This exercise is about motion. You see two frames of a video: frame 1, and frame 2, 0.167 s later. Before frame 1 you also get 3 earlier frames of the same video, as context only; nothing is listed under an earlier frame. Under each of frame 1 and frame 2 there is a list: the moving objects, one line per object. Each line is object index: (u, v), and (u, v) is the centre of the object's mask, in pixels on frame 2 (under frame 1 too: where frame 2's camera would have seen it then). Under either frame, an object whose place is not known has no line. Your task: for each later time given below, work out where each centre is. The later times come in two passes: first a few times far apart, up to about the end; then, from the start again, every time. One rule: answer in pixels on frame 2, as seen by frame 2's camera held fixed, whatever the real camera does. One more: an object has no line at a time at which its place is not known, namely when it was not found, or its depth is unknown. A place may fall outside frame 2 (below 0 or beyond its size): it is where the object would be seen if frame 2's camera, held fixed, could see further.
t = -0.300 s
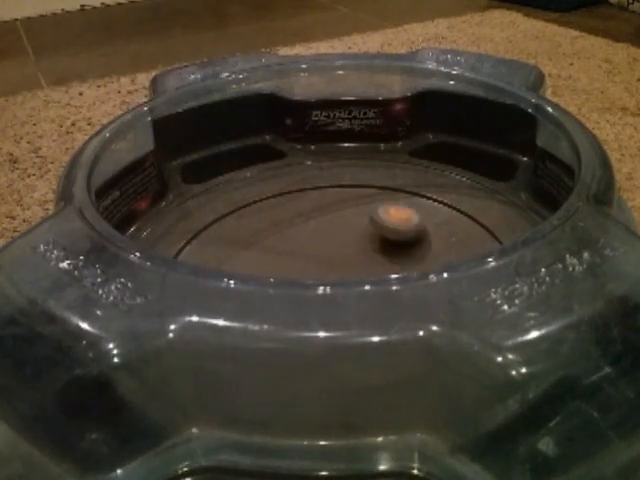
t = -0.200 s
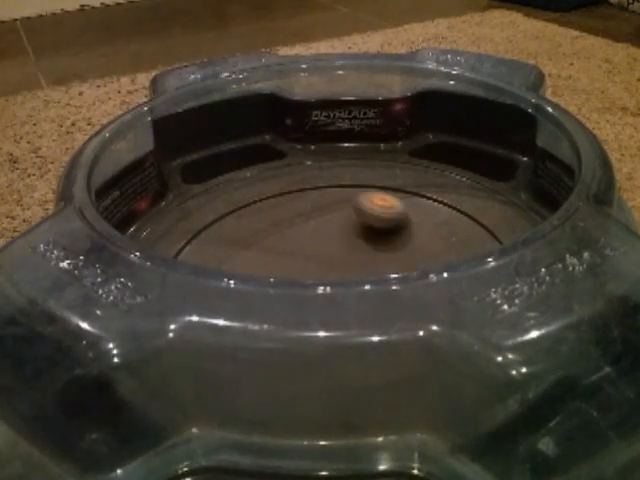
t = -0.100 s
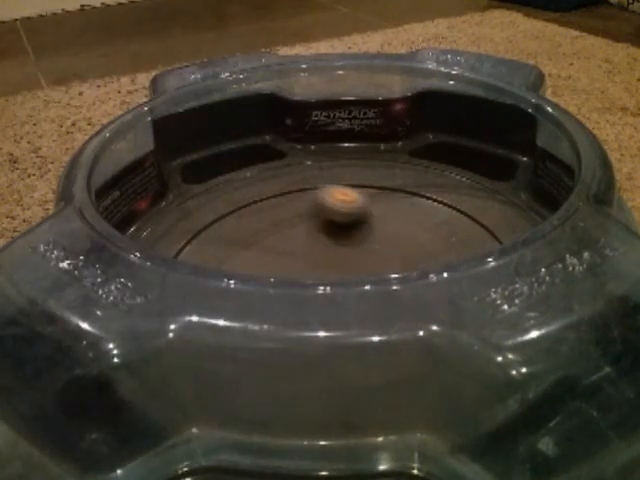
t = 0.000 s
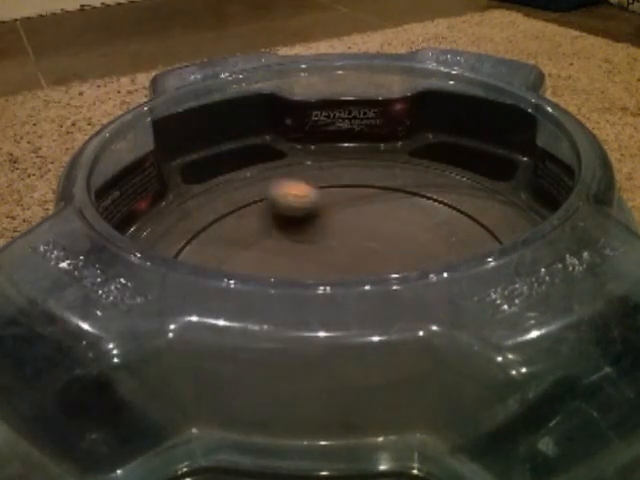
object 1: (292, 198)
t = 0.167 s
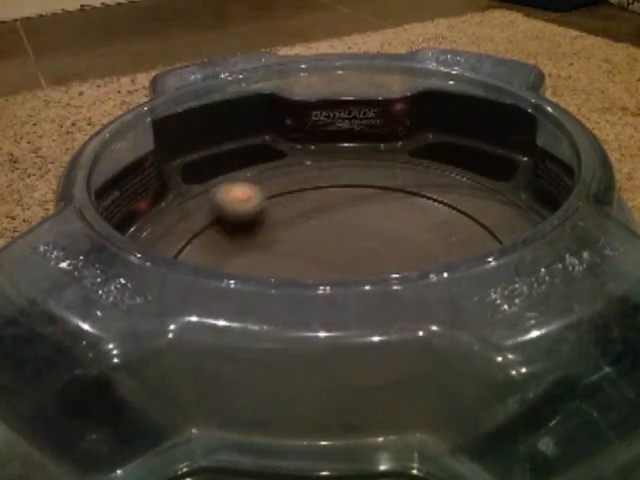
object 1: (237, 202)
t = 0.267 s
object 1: (222, 222)
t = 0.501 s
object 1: (266, 265)
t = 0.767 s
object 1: (340, 253)
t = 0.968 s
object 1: (341, 224)
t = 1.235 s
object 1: (317, 231)
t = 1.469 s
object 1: (337, 246)
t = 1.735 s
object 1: (377, 245)
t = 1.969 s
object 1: (376, 250)
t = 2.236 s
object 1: (399, 263)
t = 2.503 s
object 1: (450, 251)
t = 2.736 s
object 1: (422, 250)
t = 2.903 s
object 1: (394, 263)
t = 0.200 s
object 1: (230, 208)
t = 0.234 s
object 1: (226, 215)
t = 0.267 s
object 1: (222, 222)
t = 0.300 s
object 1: (220, 230)
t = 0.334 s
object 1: (222, 238)
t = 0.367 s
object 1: (227, 246)
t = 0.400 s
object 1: (234, 251)
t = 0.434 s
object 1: (242, 257)
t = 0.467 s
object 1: (254, 262)
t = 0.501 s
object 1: (266, 265)
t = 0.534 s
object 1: (278, 267)
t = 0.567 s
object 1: (289, 268)
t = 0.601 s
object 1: (300, 268)
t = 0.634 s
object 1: (310, 267)
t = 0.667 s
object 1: (319, 264)
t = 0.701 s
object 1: (327, 260)
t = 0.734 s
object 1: (335, 256)
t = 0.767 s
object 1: (340, 253)
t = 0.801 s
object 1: (344, 247)
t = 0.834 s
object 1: (347, 241)
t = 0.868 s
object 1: (348, 236)
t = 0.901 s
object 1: (347, 231)
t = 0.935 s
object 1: (345, 227)
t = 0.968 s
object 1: (341, 224)
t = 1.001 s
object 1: (337, 221)
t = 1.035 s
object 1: (334, 219)
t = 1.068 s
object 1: (329, 219)
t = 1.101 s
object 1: (325, 221)
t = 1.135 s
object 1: (322, 223)
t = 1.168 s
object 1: (318, 226)
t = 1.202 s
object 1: (317, 229)
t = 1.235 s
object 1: (317, 231)
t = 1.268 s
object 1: (318, 235)
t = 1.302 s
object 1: (319, 238)
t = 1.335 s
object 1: (322, 239)
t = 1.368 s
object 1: (325, 241)
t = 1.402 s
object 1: (330, 242)
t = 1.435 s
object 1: (334, 243)
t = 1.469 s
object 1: (337, 246)
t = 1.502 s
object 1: (341, 247)
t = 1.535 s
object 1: (345, 247)
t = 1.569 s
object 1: (351, 248)
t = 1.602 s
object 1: (357, 248)
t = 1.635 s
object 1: (363, 248)
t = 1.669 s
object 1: (370, 247)
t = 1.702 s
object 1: (375, 246)
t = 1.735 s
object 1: (377, 245)
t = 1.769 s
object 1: (378, 244)
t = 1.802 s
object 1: (379, 244)
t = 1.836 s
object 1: (379, 244)
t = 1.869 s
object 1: (378, 245)
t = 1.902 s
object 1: (377, 247)
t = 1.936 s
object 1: (376, 248)
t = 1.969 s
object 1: (376, 250)
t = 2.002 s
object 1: (376, 252)
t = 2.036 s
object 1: (376, 254)
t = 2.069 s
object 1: (377, 256)
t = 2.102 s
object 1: (377, 257)
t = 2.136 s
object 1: (380, 260)
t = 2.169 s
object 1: (385, 262)
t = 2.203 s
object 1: (392, 263)
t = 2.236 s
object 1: (399, 263)
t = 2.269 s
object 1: (406, 262)
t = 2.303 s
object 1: (411, 262)
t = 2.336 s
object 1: (416, 261)
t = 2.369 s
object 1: (418, 261)
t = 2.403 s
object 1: (420, 261)
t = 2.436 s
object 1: (431, 257)
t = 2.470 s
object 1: (444, 253)
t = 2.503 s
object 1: (450, 251)
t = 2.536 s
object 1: (449, 250)
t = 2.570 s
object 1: (448, 249)
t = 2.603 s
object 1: (446, 248)
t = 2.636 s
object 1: (441, 247)
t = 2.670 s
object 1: (435, 247)
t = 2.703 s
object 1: (429, 248)
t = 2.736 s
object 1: (422, 250)
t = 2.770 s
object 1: (415, 252)
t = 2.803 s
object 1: (407, 256)
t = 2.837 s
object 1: (400, 258)
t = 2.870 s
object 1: (398, 260)
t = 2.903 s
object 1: (394, 263)
